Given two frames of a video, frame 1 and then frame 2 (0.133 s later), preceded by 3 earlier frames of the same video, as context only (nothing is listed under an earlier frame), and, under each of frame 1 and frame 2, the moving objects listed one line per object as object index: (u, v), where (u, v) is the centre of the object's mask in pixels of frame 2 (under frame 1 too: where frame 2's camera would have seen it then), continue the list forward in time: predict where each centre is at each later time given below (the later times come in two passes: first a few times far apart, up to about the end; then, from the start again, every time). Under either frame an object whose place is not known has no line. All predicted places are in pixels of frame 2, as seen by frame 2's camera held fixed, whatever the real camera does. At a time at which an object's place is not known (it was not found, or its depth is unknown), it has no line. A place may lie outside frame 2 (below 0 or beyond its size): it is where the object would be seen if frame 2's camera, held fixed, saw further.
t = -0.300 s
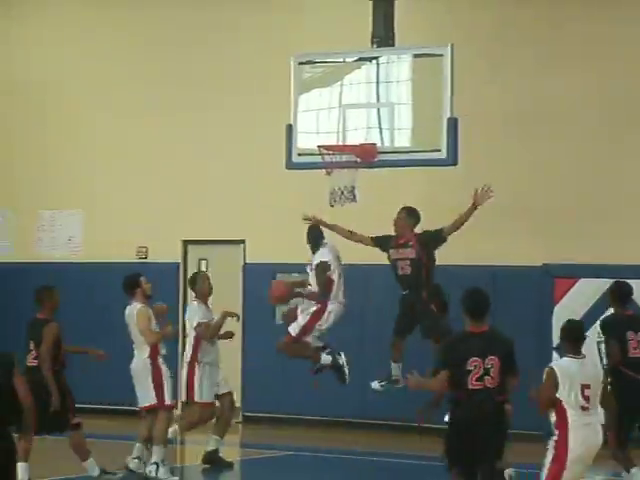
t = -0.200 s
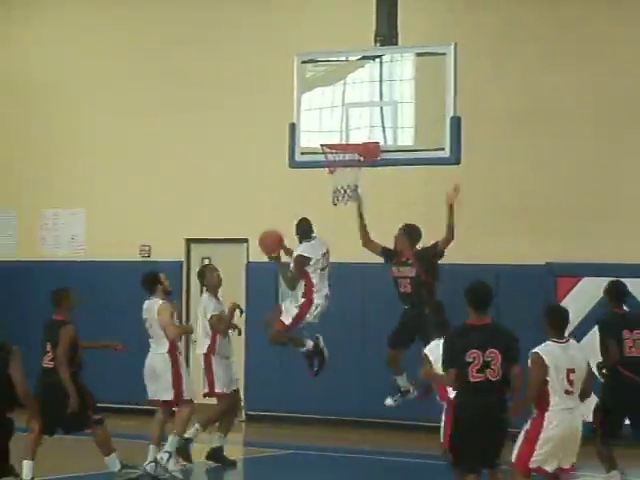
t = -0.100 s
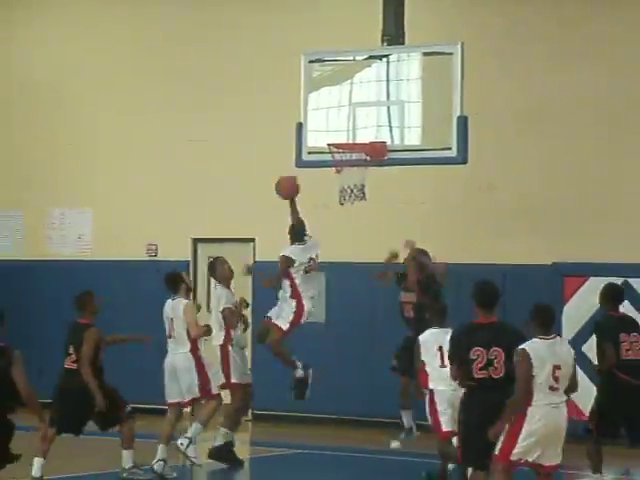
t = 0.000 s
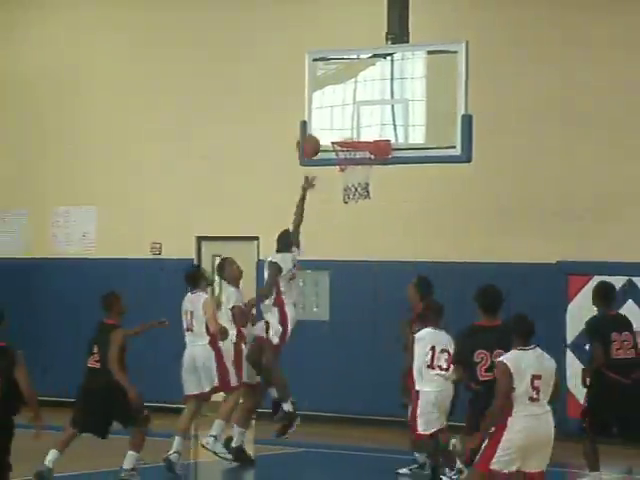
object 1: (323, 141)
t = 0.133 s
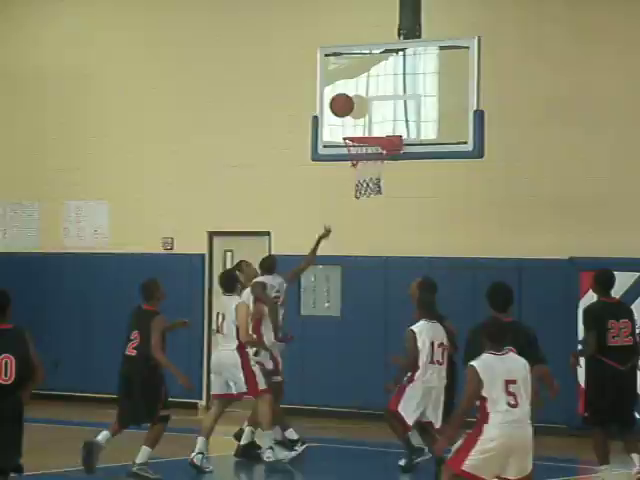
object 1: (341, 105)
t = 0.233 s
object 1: (335, 92)
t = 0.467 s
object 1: (321, 104)
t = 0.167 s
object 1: (340, 100)
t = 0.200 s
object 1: (337, 95)
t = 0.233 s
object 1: (335, 92)
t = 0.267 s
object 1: (333, 90)
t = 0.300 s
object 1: (331, 90)
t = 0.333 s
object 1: (329, 90)
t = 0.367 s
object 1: (327, 92)
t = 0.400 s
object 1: (325, 95)
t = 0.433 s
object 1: (323, 99)
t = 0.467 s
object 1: (321, 104)
